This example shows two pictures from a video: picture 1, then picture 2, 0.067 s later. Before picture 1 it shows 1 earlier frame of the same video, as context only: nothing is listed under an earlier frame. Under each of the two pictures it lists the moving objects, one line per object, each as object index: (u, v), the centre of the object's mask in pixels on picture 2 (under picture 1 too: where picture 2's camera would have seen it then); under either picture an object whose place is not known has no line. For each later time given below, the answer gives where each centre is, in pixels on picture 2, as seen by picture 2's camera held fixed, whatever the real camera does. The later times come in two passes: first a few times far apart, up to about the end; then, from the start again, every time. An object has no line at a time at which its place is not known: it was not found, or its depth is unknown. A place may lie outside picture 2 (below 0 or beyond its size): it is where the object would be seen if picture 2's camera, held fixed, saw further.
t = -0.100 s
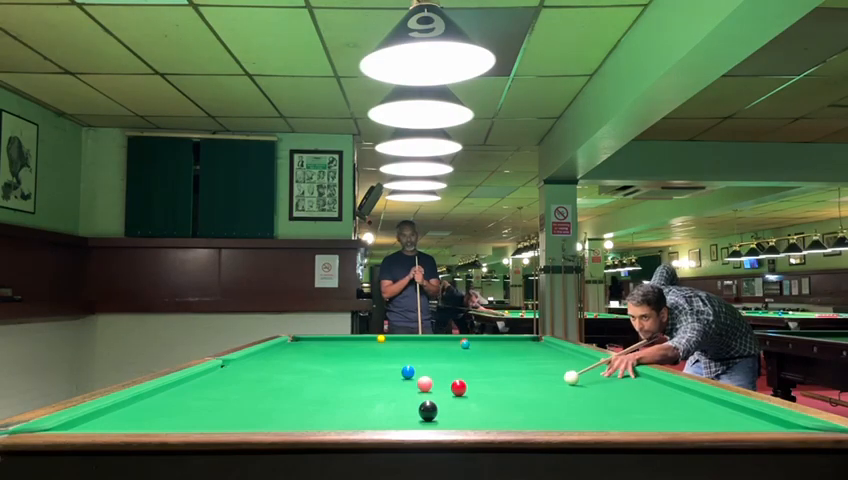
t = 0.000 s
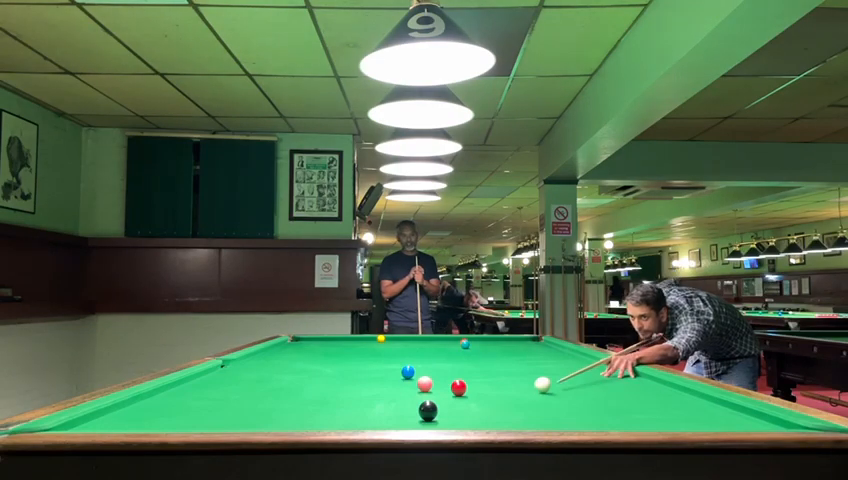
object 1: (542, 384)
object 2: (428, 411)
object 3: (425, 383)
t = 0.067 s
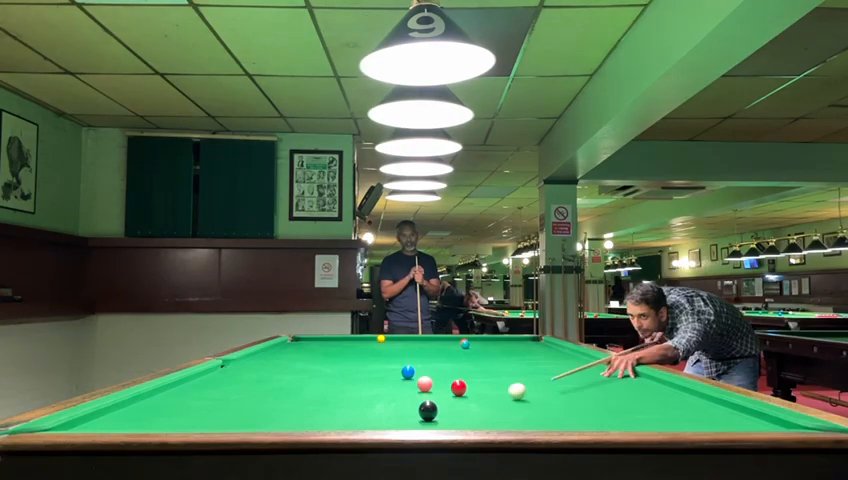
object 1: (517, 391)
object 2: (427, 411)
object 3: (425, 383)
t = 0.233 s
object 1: (458, 406)
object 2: (427, 411)
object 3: (425, 384)
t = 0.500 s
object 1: (457, 424)
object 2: (306, 418)
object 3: (425, 383)
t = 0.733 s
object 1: (449, 413)
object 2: (193, 423)
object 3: (425, 383)
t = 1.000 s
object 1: (442, 398)
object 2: (53, 428)
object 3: (425, 383)
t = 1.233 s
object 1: (437, 388)
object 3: (424, 383)
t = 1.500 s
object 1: (450, 380)
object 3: (408, 381)
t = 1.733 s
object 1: (468, 377)
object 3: (391, 379)
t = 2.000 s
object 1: (485, 374)
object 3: (374, 377)
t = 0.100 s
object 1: (506, 394)
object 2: (428, 411)
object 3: (425, 383)
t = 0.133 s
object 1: (495, 396)
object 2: (427, 411)
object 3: (425, 383)
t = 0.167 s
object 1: (483, 399)
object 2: (427, 411)
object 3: (425, 383)
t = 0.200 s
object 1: (471, 402)
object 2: (427, 411)
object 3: (425, 383)
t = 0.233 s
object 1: (458, 406)
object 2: (427, 411)
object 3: (425, 384)
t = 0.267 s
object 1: (447, 410)
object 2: (425, 410)
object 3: (425, 383)
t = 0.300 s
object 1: (451, 412)
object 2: (406, 411)
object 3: (425, 383)
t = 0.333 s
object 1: (454, 415)
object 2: (388, 413)
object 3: (425, 383)
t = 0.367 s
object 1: (456, 417)
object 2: (370, 414)
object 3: (425, 383)
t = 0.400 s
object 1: (457, 419)
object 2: (354, 415)
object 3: (425, 383)
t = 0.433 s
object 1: (457, 420)
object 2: (337, 416)
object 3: (425, 383)
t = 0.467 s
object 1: (457, 422)
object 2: (322, 417)
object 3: (425, 383)
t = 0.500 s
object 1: (457, 424)
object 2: (306, 418)
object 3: (425, 383)
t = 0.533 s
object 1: (456, 422)
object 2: (291, 418)
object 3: (425, 383)
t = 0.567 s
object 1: (454, 421)
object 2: (276, 419)
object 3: (425, 383)
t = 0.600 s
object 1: (453, 419)
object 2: (260, 420)
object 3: (425, 383)
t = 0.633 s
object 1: (452, 418)
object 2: (244, 420)
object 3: (425, 383)
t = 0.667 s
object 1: (451, 416)
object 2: (227, 421)
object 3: (425, 383)
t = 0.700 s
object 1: (450, 415)
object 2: (210, 422)
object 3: (425, 383)
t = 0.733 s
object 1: (449, 413)
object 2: (193, 423)
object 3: (425, 383)
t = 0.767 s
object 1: (448, 411)
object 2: (176, 423)
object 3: (425, 383)
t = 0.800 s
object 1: (447, 409)
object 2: (159, 424)
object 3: (425, 383)
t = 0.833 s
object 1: (446, 407)
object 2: (142, 425)
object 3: (425, 383)
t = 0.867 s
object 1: (445, 405)
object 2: (125, 425)
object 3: (425, 383)
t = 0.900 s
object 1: (444, 403)
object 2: (107, 426)
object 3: (425, 383)
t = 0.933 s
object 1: (443, 401)
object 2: (89, 426)
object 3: (425, 383)
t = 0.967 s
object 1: (442, 400)
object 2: (71, 427)
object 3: (425, 383)
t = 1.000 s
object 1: (442, 398)
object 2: (53, 428)
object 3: (425, 383)
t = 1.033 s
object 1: (441, 397)
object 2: (34, 430)
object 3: (425, 383)
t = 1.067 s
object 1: (440, 395)
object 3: (425, 383)
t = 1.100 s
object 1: (439, 393)
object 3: (425, 383)
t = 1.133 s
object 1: (439, 392)
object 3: (425, 383)
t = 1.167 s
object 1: (438, 390)
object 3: (424, 383)
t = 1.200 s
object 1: (438, 389)
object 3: (424, 383)
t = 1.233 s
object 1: (437, 388)
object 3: (424, 383)
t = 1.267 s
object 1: (436, 387)
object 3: (424, 383)
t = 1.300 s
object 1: (436, 386)
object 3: (424, 383)
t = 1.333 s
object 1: (437, 385)
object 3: (423, 383)
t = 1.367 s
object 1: (440, 384)
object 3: (419, 383)
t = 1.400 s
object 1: (443, 383)
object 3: (416, 382)
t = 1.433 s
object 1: (445, 383)
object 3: (414, 382)
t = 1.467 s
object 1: (448, 382)
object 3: (411, 382)
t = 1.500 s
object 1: (450, 380)
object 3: (408, 381)
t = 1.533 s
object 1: (453, 379)
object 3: (406, 381)
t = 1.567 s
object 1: (456, 378)
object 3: (403, 381)
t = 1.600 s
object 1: (459, 377)
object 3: (400, 380)
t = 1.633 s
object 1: (462, 377)
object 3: (398, 380)
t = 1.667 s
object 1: (464, 377)
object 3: (396, 379)
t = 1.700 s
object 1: (467, 378)
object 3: (394, 379)
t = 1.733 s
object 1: (468, 377)
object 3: (391, 379)
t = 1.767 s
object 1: (471, 377)
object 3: (389, 378)
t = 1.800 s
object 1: (472, 377)
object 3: (387, 378)
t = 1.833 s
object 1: (475, 376)
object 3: (384, 378)
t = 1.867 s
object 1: (477, 376)
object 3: (382, 377)
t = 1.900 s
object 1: (479, 375)
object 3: (380, 377)
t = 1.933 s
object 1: (482, 375)
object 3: (378, 377)
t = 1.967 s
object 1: (483, 374)
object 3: (375, 377)
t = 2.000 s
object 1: (485, 374)
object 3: (374, 377)
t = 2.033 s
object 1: (487, 373)
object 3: (372, 376)
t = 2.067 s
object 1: (489, 373)
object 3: (370, 376)
